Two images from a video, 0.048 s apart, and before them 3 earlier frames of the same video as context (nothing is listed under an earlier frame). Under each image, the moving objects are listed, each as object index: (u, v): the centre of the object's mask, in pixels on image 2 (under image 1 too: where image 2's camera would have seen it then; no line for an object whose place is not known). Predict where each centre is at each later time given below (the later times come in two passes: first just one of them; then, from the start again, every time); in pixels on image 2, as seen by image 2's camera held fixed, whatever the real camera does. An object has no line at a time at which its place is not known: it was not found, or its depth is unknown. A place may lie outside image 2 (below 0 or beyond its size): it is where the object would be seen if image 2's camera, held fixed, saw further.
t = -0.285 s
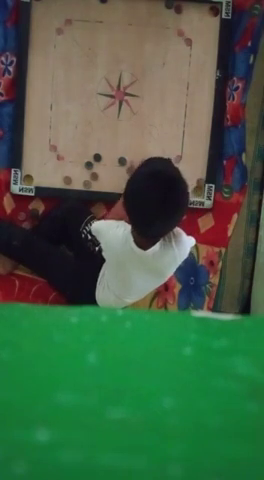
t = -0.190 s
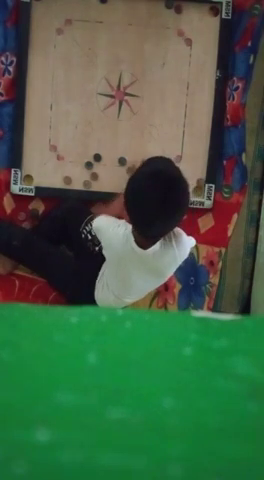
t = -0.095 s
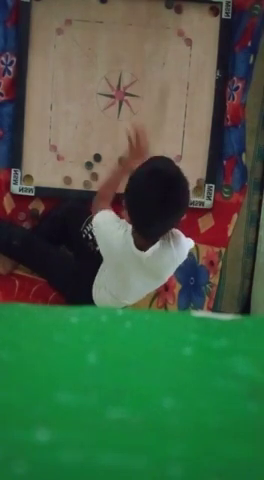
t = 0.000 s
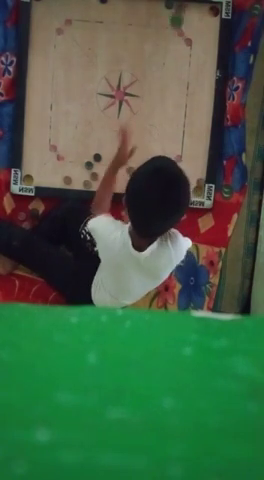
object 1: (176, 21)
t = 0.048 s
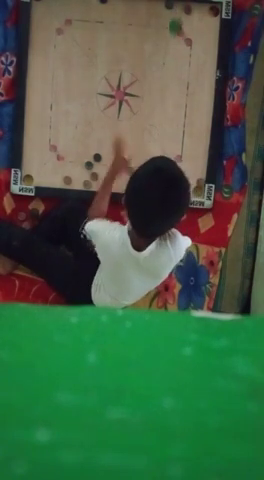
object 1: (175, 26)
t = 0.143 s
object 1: (174, 40)
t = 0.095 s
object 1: (174, 34)
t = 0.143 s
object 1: (174, 40)
